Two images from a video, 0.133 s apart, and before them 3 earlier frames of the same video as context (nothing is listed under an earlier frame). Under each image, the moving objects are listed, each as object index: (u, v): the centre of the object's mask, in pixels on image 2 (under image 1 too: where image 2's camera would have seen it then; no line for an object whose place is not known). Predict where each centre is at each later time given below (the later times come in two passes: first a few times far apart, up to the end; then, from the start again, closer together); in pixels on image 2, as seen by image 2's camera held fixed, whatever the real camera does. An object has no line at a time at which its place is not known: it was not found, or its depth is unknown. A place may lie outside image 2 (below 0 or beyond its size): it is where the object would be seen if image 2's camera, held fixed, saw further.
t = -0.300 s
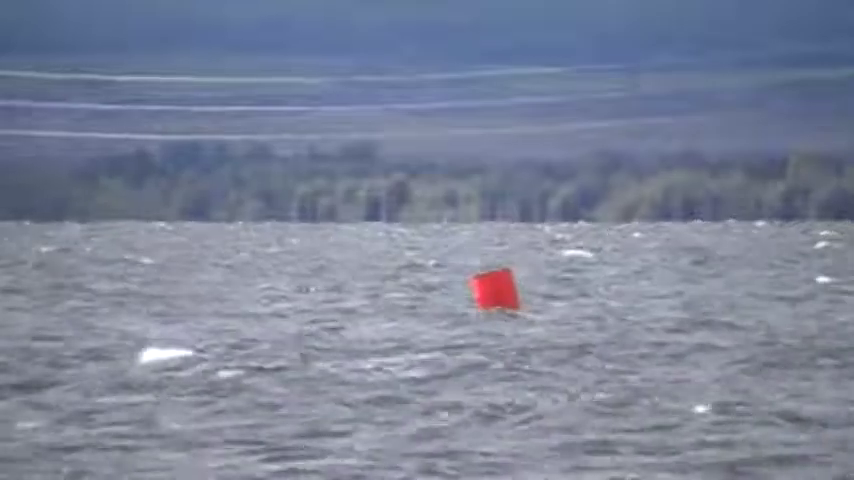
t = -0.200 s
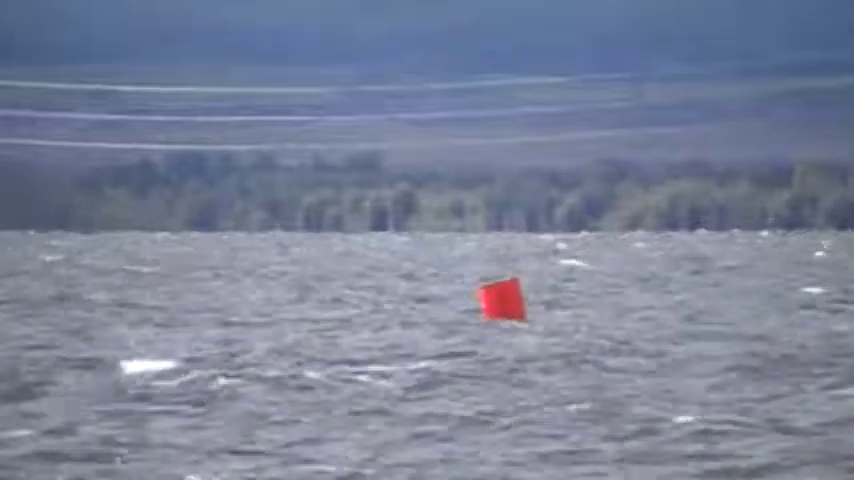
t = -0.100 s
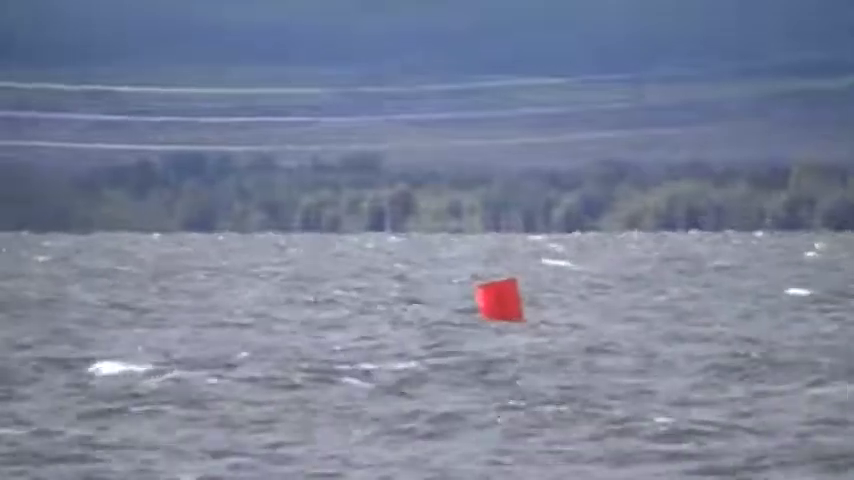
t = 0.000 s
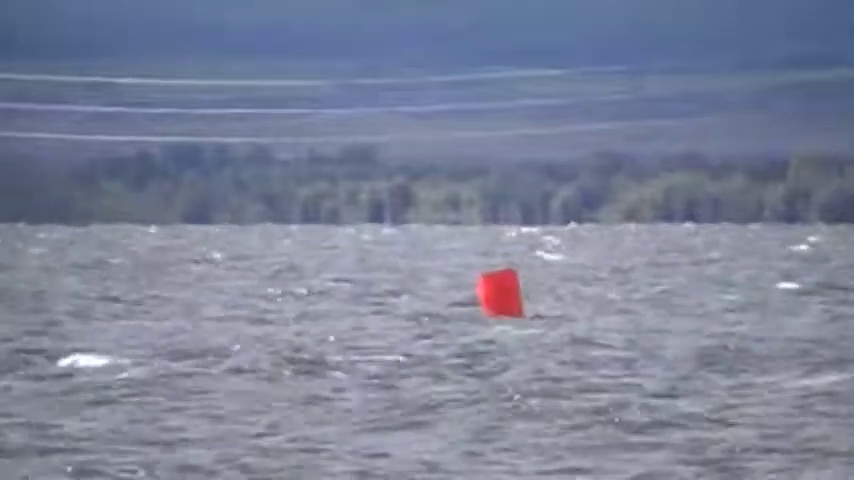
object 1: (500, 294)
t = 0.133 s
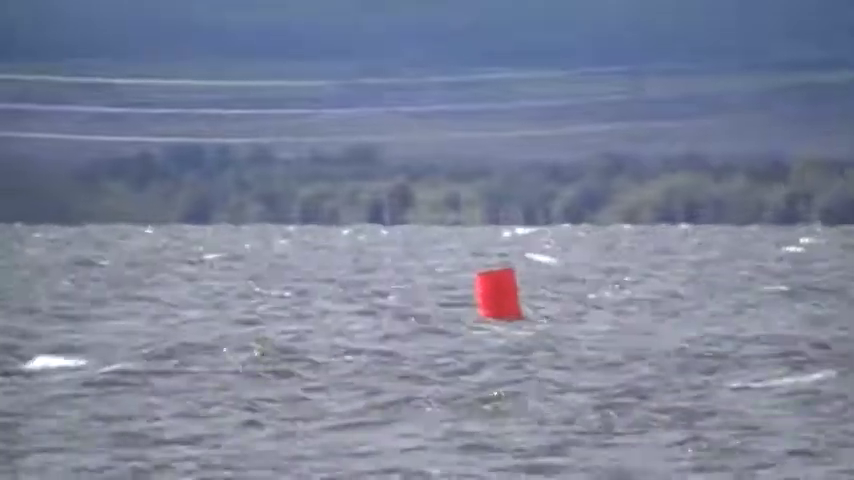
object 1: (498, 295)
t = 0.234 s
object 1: (495, 294)
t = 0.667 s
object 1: (484, 300)
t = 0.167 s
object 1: (495, 295)
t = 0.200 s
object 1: (493, 295)
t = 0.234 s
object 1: (495, 294)
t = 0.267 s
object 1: (491, 295)
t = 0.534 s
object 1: (486, 297)
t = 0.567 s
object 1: (485, 298)
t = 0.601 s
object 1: (484, 298)
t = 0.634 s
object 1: (485, 299)
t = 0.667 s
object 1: (484, 300)
